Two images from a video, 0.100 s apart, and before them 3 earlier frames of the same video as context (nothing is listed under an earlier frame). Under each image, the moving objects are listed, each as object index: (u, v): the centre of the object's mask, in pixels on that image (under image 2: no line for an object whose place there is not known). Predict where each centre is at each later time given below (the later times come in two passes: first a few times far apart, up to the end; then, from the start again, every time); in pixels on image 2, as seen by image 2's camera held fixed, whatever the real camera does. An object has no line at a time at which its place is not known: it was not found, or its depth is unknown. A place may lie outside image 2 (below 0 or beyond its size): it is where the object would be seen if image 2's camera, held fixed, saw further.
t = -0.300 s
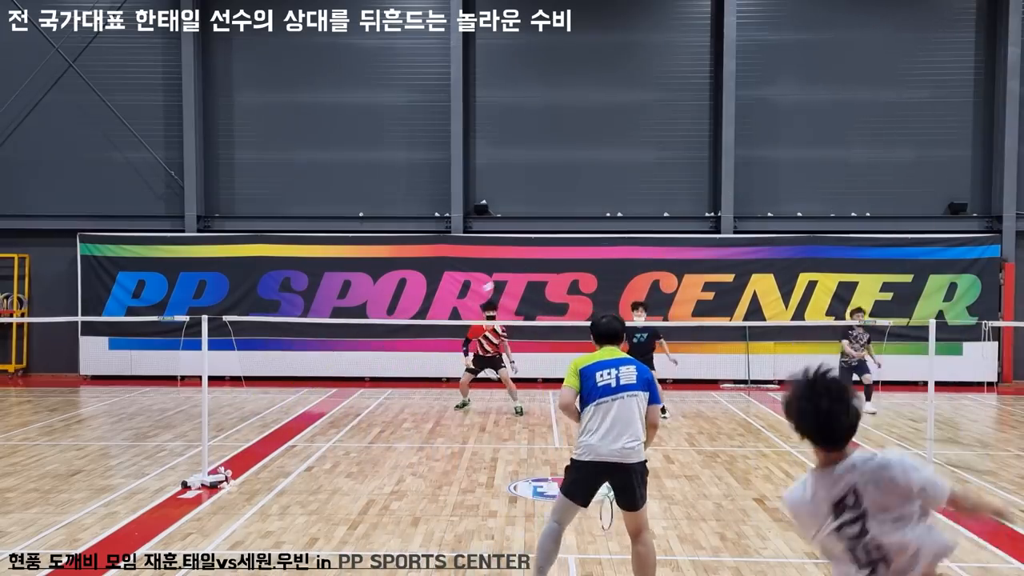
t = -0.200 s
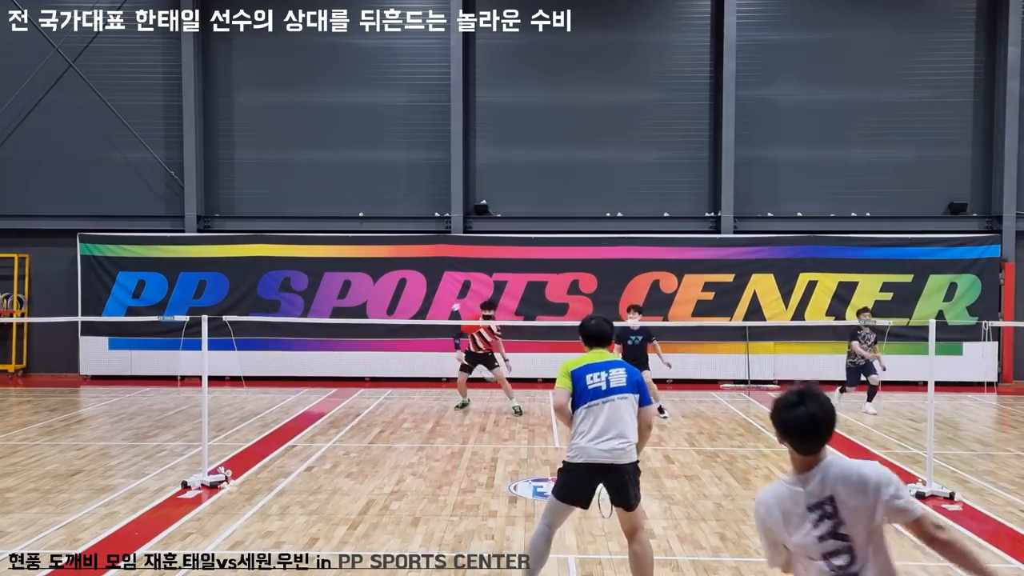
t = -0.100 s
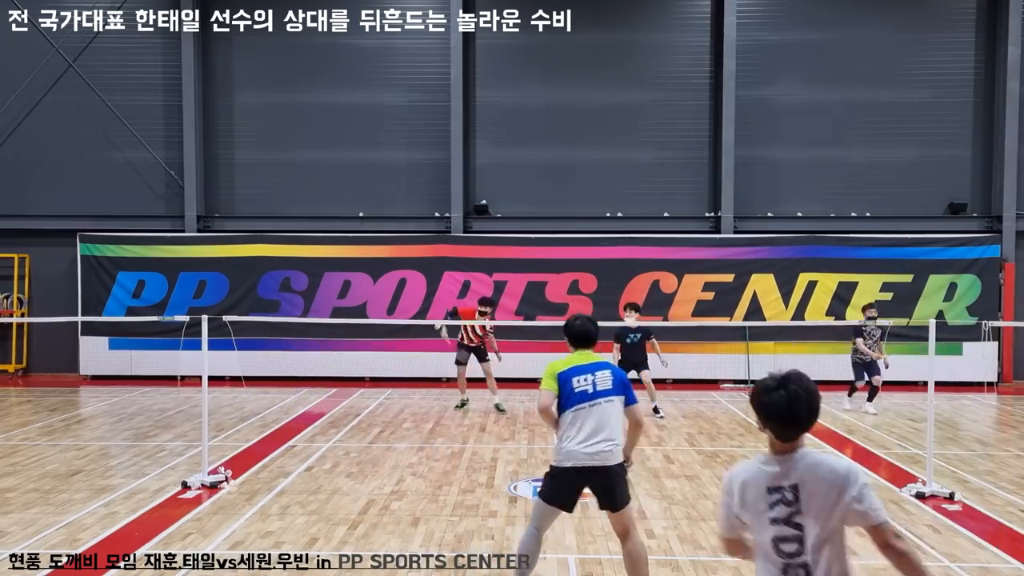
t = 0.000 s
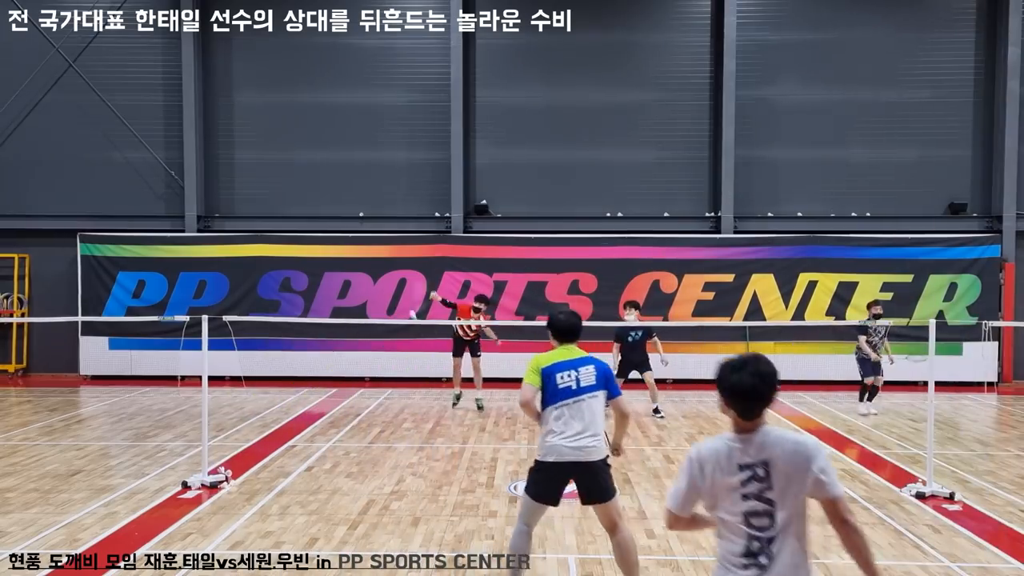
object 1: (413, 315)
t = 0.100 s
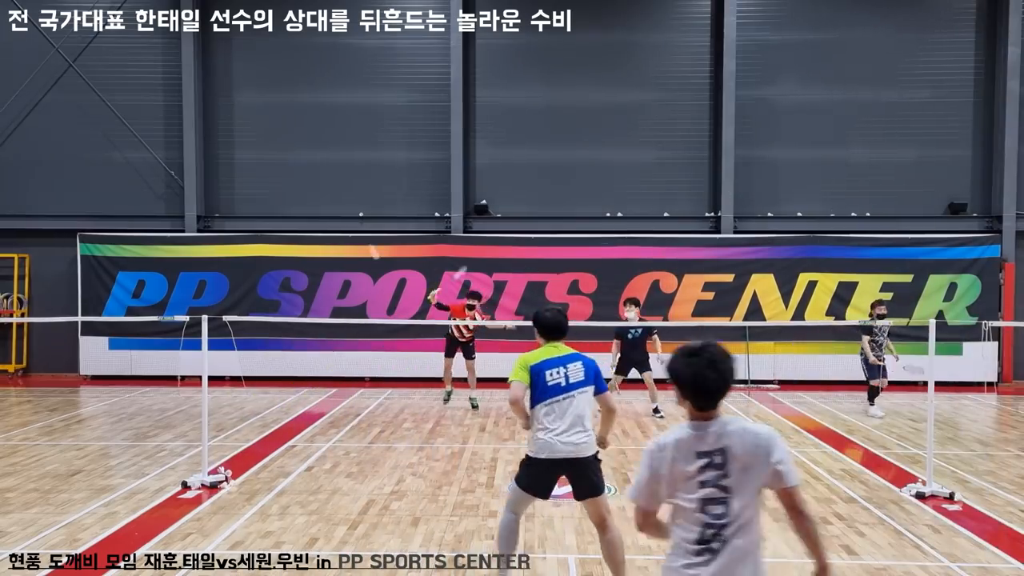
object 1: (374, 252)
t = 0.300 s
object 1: (298, 161)
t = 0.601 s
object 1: (167, 124)
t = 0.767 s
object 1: (77, 175)
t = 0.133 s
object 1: (361, 233)
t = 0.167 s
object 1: (348, 216)
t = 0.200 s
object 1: (336, 200)
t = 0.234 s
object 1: (323, 187)
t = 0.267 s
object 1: (311, 173)
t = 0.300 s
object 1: (298, 161)
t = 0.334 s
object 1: (285, 151)
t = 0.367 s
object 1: (272, 142)
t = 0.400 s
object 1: (258, 134)
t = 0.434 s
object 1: (243, 128)
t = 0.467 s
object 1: (229, 123)
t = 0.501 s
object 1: (214, 121)
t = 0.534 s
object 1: (199, 120)
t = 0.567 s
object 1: (183, 121)
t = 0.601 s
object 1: (167, 124)
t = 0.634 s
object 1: (150, 129)
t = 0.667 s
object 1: (132, 137)
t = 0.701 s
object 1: (114, 147)
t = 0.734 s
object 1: (96, 159)
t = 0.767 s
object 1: (77, 175)
